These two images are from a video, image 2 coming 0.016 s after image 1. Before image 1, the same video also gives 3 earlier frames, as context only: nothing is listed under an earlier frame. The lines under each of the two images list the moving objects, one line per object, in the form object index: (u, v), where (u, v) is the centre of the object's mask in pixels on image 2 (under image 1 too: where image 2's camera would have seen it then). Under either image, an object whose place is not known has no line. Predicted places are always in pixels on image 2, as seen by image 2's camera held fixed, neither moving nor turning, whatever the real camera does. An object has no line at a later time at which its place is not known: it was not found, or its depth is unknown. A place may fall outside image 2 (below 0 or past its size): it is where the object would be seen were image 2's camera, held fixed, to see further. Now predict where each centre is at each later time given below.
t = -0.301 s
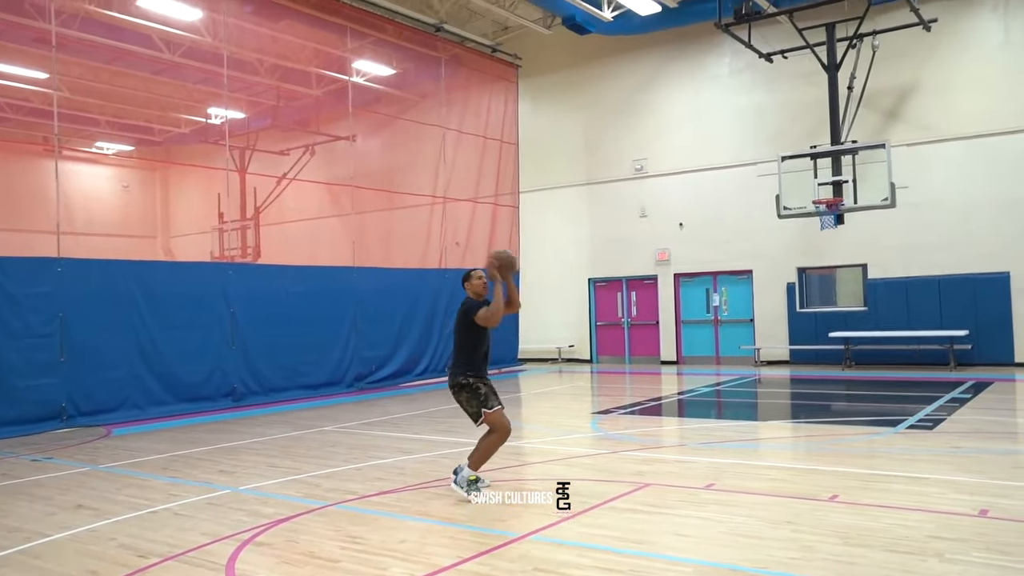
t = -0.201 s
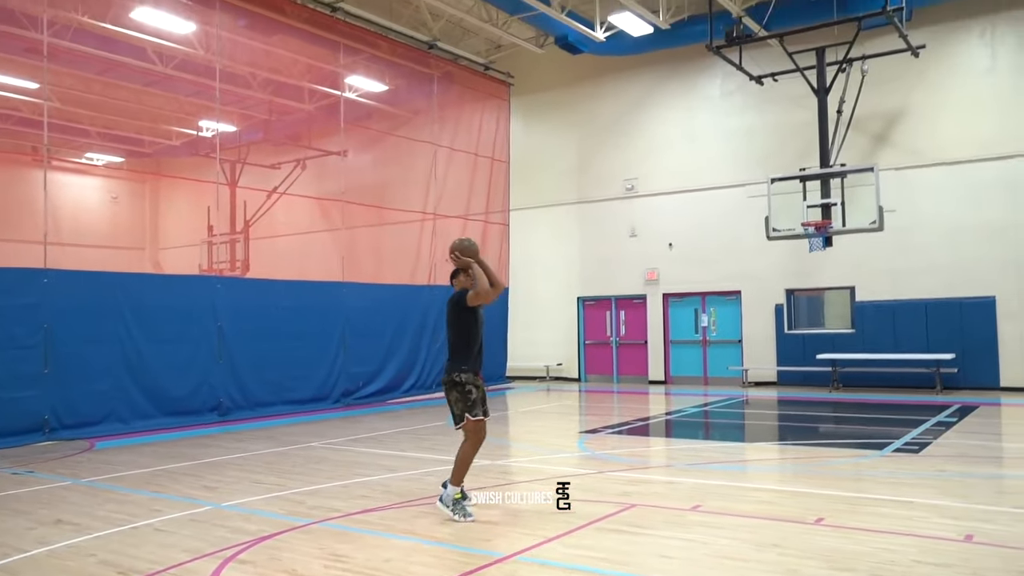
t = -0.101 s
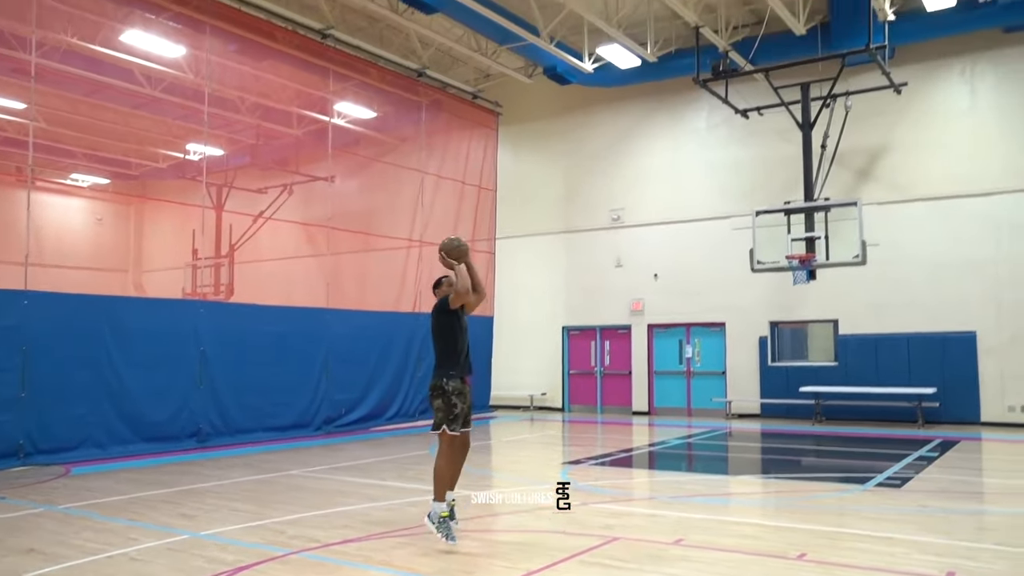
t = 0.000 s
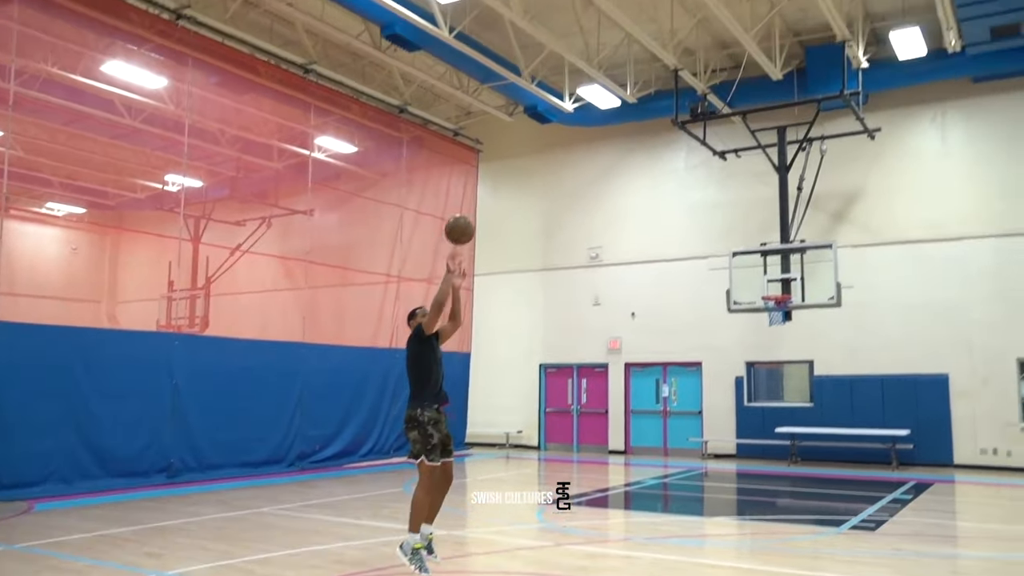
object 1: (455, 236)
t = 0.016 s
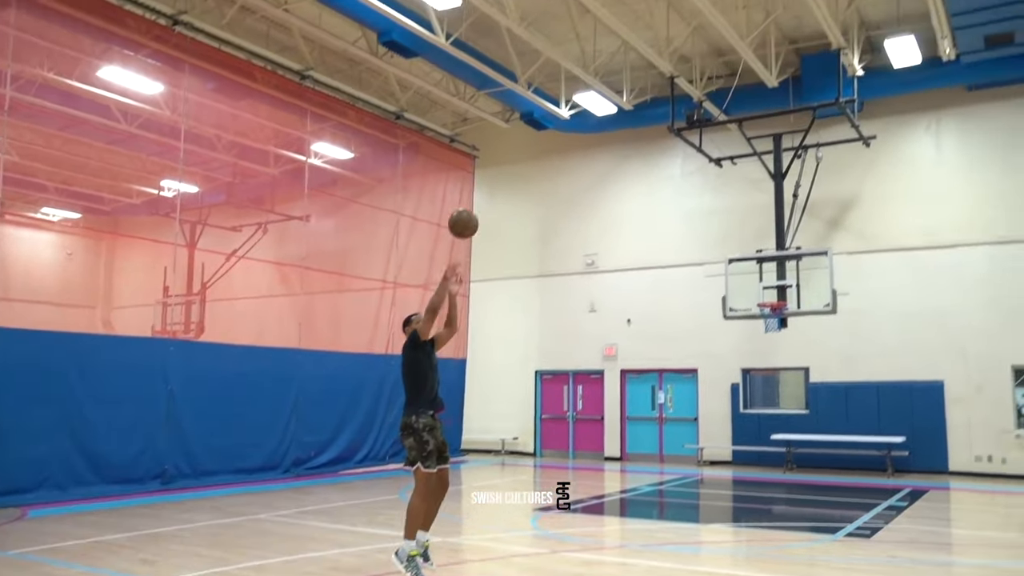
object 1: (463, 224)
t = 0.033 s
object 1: (471, 212)
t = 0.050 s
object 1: (480, 199)
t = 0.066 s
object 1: (488, 187)
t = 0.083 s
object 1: (495, 175)
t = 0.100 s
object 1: (504, 165)
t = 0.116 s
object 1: (513, 153)
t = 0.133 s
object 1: (520, 142)
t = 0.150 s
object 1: (528, 130)
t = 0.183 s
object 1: (544, 111)
